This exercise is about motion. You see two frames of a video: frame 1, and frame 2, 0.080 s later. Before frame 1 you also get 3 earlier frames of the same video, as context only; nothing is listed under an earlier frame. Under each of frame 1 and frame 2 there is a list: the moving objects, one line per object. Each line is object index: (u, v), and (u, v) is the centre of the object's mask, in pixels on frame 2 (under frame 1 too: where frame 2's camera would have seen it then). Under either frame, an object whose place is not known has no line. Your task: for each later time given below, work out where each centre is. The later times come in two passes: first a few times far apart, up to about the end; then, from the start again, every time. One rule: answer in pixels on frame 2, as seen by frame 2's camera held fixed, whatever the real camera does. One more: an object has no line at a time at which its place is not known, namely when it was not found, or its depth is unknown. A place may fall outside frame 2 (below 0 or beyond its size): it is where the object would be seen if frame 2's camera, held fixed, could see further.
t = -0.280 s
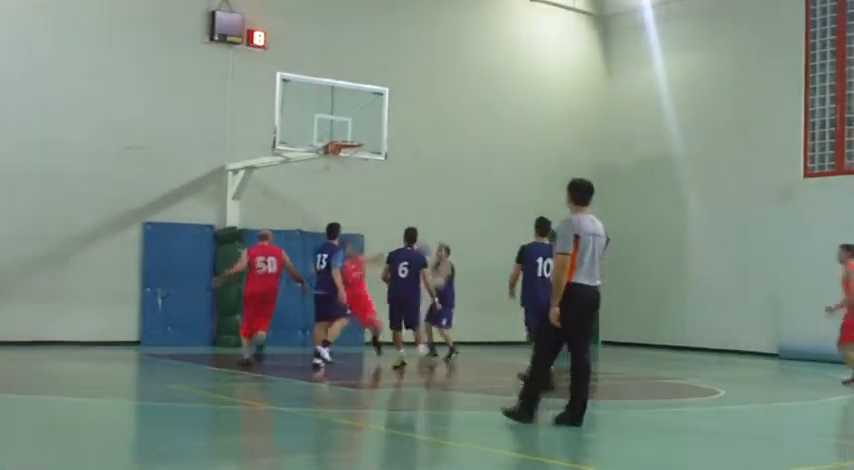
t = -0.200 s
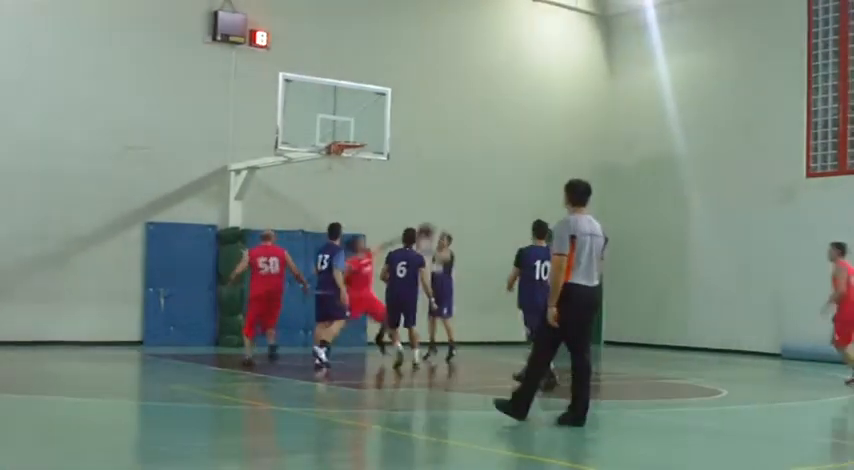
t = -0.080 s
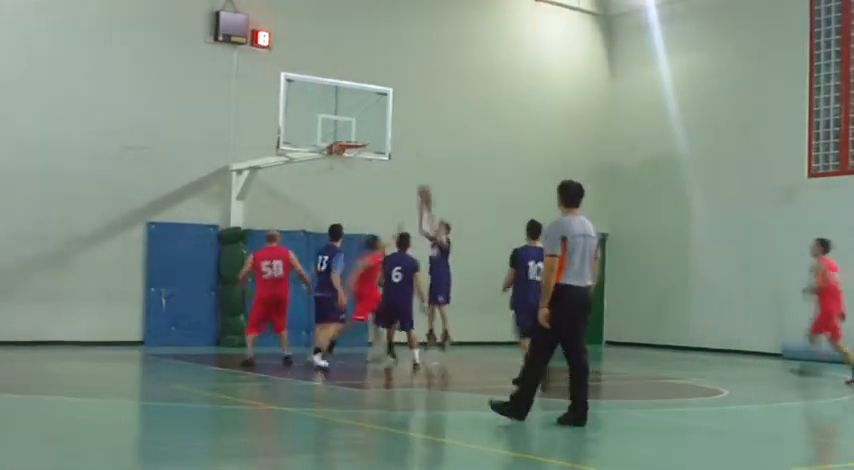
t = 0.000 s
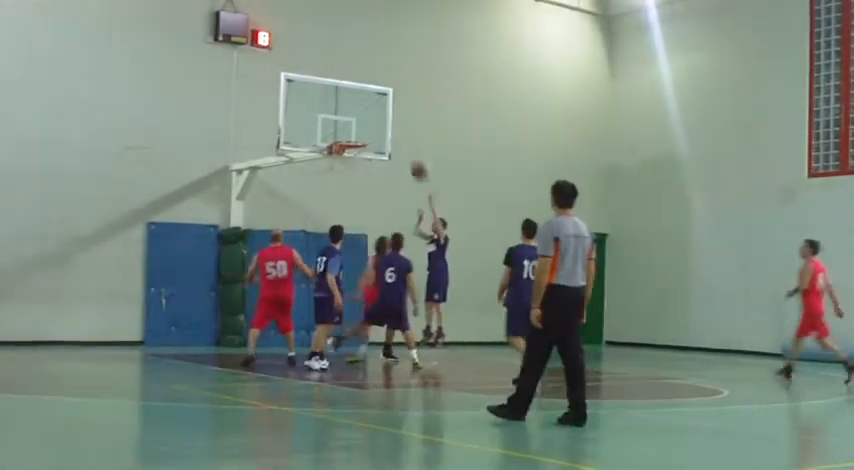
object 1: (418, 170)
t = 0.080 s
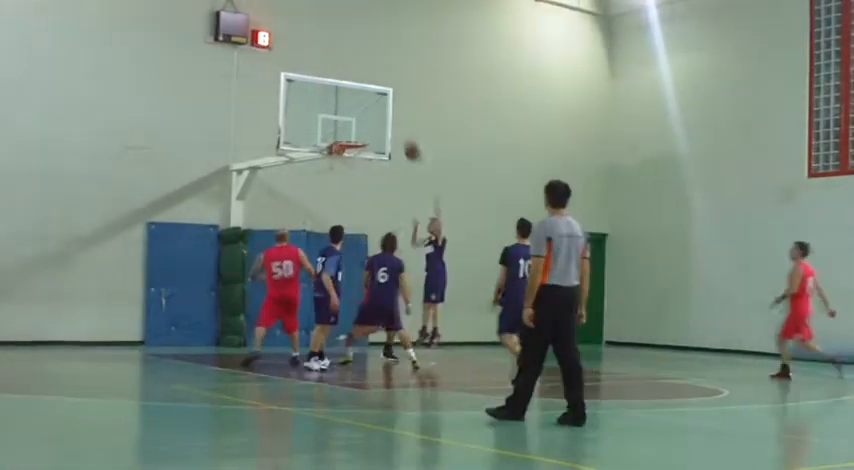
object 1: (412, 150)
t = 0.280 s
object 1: (393, 117)
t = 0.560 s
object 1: (366, 113)
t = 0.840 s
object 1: (339, 160)
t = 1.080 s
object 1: (336, 183)
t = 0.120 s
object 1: (408, 141)
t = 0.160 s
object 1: (405, 133)
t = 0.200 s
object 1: (401, 127)
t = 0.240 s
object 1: (397, 122)
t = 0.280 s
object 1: (393, 117)
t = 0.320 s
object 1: (390, 114)
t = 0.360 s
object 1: (386, 111)
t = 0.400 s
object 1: (381, 109)
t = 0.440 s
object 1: (378, 108)
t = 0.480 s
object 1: (374, 109)
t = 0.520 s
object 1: (370, 111)
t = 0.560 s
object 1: (366, 113)
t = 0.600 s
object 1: (362, 117)
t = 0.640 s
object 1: (358, 122)
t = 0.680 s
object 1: (354, 128)
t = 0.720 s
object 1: (349, 134)
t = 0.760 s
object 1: (345, 137)
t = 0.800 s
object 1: (340, 158)
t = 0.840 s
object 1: (339, 160)
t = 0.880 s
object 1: (338, 162)
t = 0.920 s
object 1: (337, 163)
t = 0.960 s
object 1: (337, 167)
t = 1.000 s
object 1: (336, 171)
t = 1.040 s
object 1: (336, 176)
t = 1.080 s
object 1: (336, 183)
